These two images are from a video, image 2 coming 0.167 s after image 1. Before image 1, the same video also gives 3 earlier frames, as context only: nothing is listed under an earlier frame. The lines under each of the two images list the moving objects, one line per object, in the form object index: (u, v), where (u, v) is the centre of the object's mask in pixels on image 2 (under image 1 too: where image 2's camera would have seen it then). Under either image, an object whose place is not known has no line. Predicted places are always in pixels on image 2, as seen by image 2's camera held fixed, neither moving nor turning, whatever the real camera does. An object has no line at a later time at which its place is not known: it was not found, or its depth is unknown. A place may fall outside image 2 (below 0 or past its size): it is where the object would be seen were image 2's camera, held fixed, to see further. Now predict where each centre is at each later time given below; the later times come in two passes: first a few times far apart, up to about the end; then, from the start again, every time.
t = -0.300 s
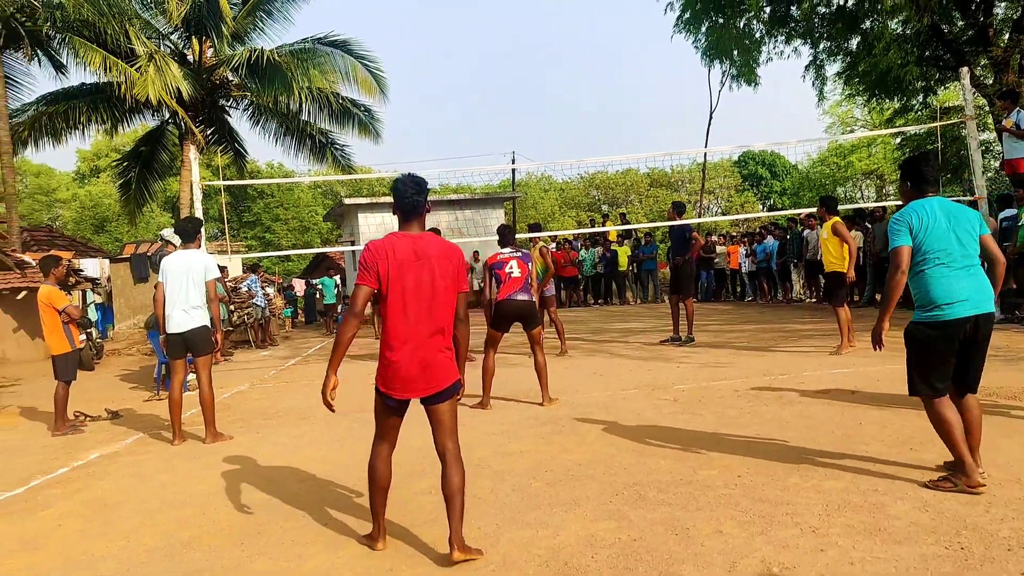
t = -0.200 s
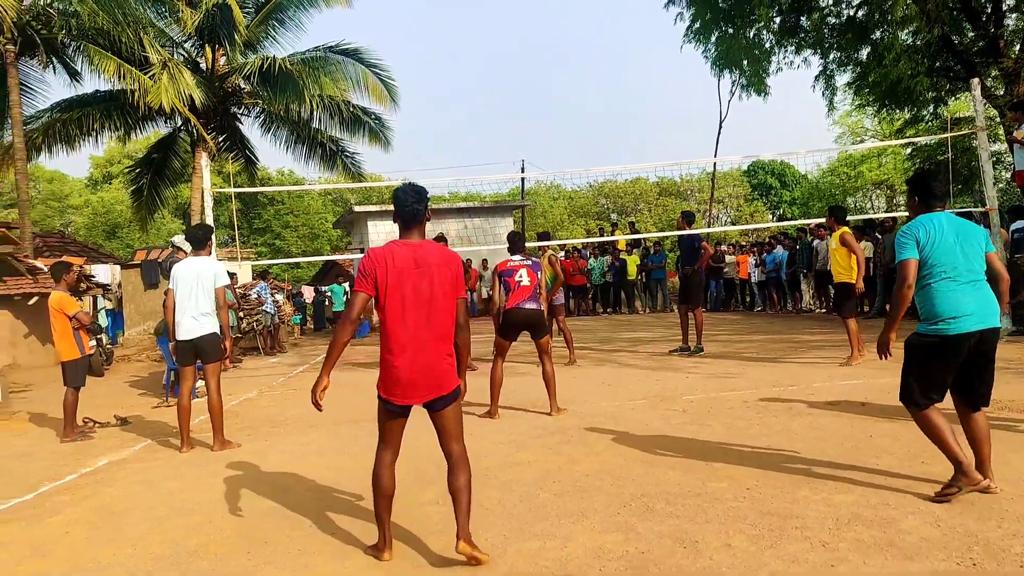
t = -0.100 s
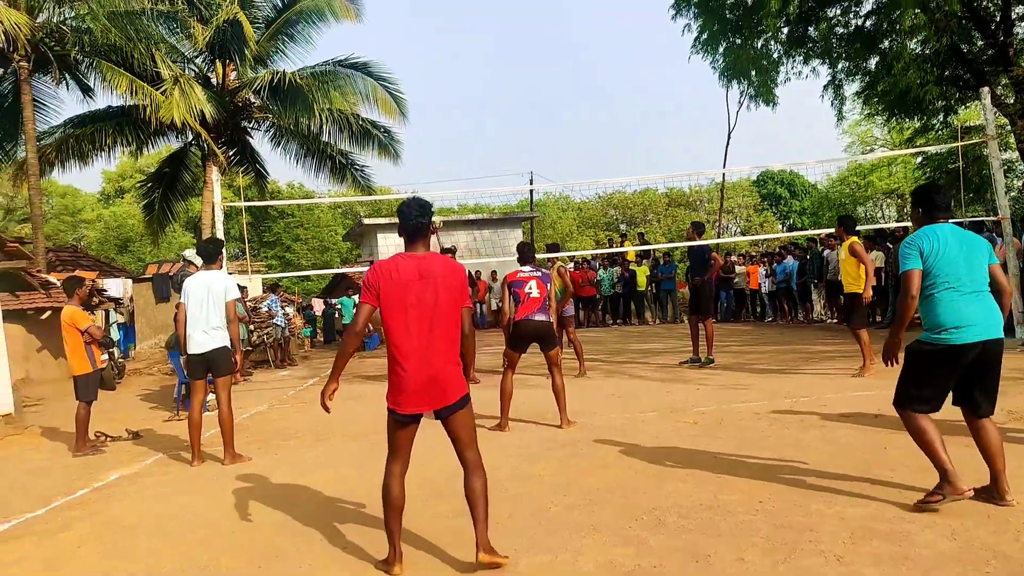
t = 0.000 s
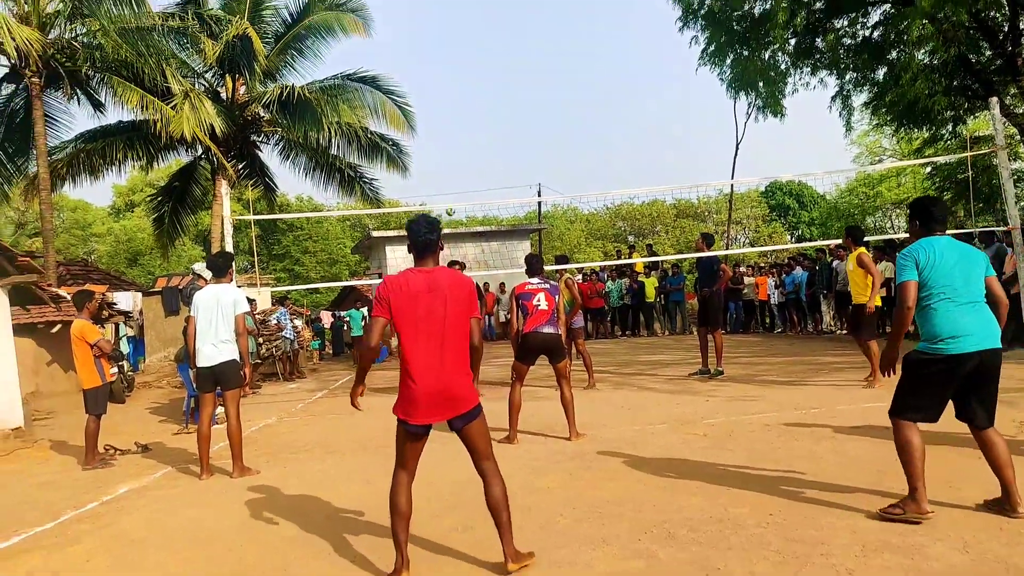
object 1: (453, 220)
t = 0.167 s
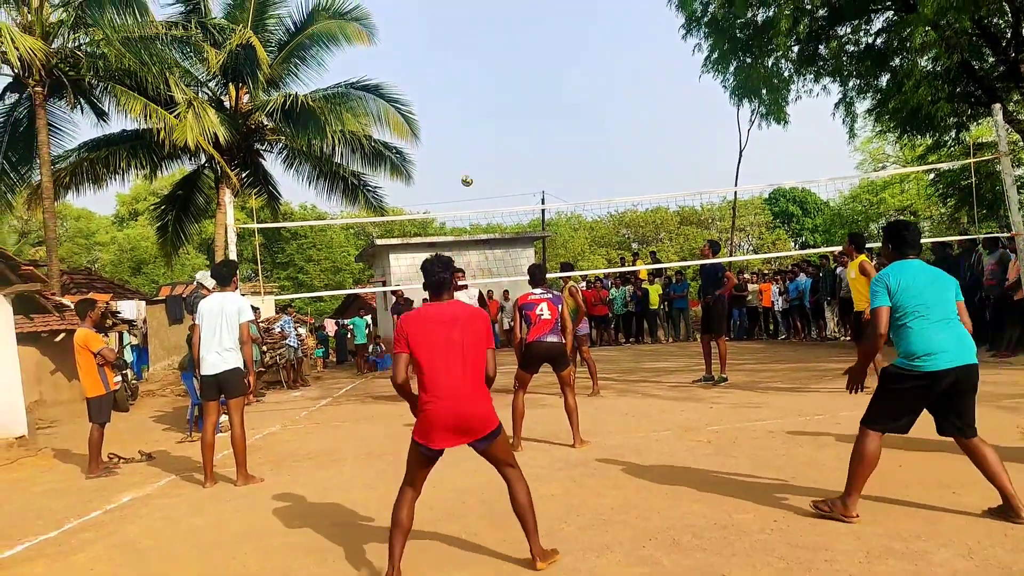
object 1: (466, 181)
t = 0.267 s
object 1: (480, 162)
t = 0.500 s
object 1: (537, 139)
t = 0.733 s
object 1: (671, 184)
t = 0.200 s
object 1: (471, 175)
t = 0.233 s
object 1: (475, 168)
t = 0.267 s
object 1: (480, 162)
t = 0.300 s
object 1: (485, 157)
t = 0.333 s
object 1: (491, 152)
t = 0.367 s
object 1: (499, 148)
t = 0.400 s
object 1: (507, 144)
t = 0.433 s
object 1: (515, 141)
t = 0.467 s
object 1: (526, 140)
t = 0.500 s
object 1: (537, 139)
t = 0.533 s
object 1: (550, 140)
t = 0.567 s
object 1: (564, 141)
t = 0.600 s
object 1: (580, 145)
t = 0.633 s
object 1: (599, 151)
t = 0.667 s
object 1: (620, 158)
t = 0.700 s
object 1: (643, 170)
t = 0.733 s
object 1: (671, 184)
